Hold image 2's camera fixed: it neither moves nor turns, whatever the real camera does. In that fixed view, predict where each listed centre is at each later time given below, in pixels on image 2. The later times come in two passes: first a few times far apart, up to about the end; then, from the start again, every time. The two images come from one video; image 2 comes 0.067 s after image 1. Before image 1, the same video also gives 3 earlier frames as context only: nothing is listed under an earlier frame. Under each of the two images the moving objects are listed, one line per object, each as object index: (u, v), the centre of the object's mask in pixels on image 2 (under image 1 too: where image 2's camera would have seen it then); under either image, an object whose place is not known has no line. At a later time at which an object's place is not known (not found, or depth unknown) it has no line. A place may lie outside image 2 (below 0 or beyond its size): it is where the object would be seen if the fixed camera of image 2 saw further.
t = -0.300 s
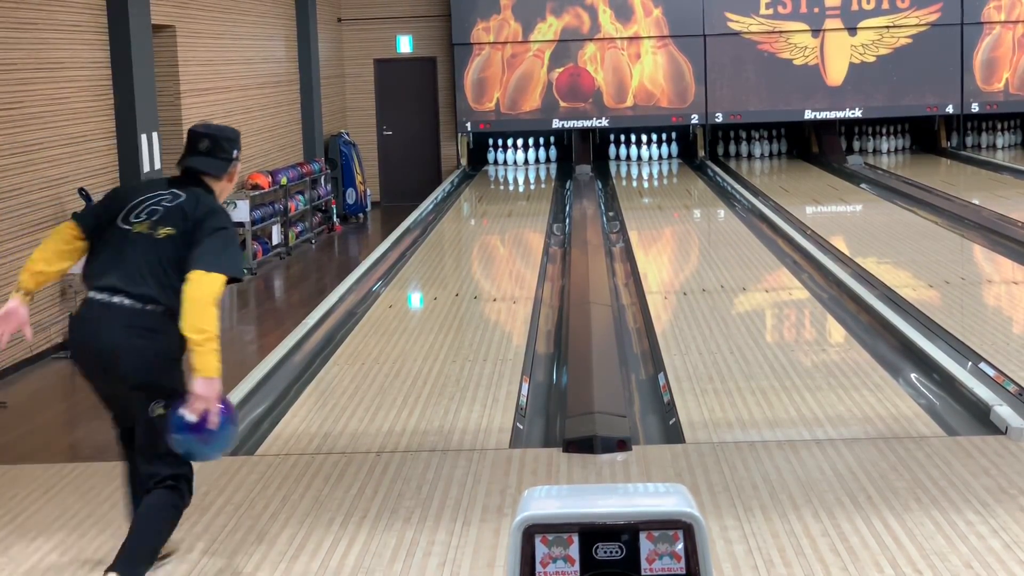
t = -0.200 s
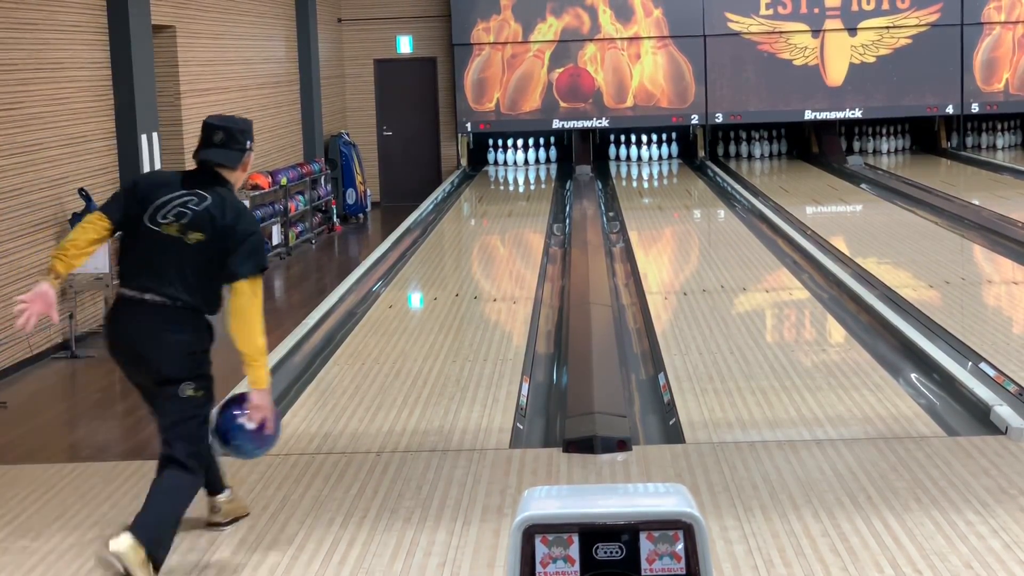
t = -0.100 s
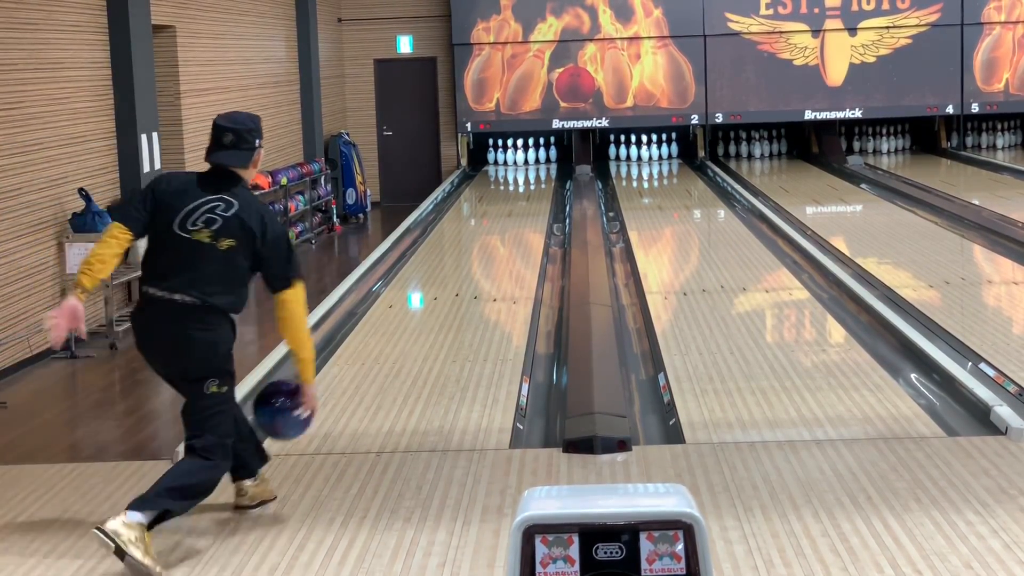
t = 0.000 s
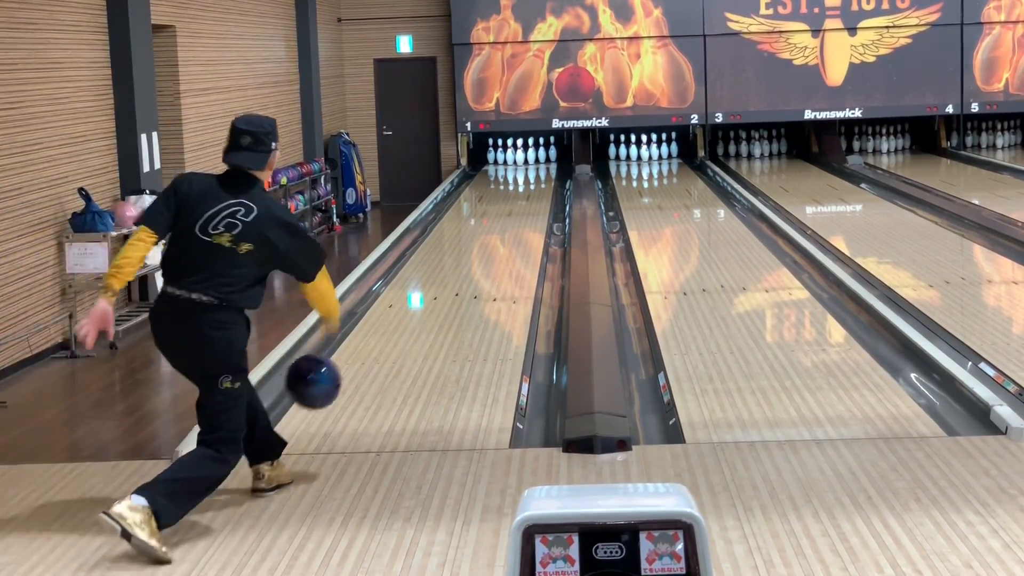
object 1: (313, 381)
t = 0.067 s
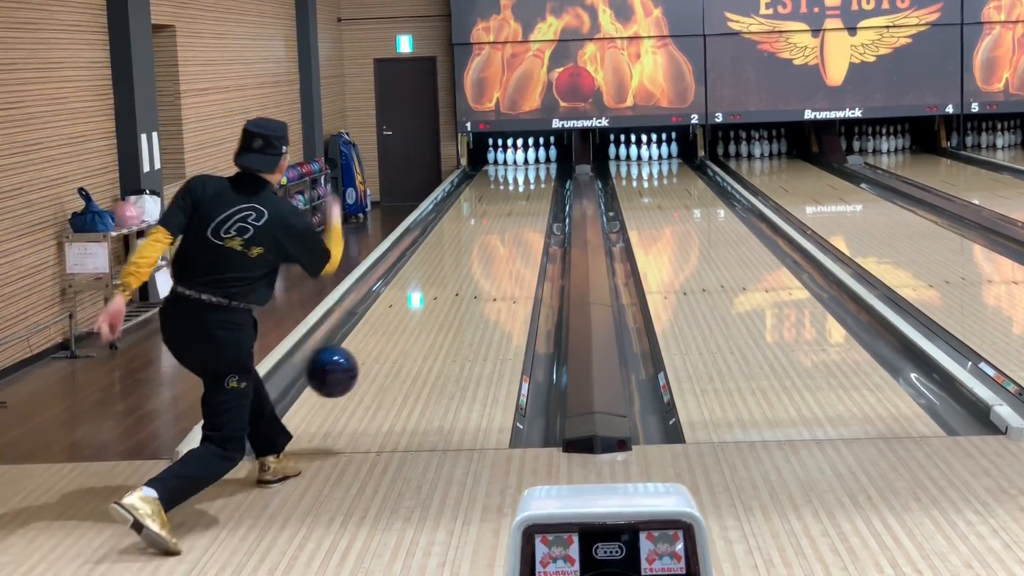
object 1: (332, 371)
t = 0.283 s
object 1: (383, 370)
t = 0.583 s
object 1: (430, 325)
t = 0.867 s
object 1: (462, 288)
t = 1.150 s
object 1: (485, 260)
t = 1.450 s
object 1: (504, 237)
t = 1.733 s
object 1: (518, 219)
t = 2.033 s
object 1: (529, 205)
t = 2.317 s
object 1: (536, 193)
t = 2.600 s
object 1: (541, 183)
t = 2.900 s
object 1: (543, 174)
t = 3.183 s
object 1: (537, 168)
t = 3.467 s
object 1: (530, 164)
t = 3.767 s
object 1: (522, 159)
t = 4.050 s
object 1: (517, 157)
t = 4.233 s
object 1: (510, 157)
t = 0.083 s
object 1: (337, 370)
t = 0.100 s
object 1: (341, 370)
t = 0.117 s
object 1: (345, 371)
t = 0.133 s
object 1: (350, 372)
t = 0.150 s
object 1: (353, 374)
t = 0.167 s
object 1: (358, 376)
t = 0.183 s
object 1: (362, 379)
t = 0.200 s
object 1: (365, 382)
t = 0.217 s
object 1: (369, 386)
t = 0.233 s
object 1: (373, 390)
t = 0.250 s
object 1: (376, 384)
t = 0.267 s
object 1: (380, 378)
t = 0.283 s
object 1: (383, 370)
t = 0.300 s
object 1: (385, 369)
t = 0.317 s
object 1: (389, 362)
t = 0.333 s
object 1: (392, 362)
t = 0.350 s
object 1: (394, 357)
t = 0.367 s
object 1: (398, 353)
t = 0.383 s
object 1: (400, 354)
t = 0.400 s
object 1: (404, 352)
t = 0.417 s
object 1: (406, 352)
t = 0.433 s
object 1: (408, 349)
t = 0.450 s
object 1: (412, 344)
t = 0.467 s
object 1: (414, 343)
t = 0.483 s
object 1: (416, 340)
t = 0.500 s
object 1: (419, 338)
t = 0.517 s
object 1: (421, 335)
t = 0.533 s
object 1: (423, 332)
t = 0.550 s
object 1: (426, 330)
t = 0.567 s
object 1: (428, 327)
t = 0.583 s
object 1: (430, 325)
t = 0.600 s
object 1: (433, 322)
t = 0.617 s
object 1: (435, 320)
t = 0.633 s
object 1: (436, 318)
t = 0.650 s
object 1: (438, 315)
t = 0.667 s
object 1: (440, 313)
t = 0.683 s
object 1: (442, 310)
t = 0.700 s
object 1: (444, 308)
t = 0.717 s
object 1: (446, 306)
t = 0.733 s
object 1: (448, 304)
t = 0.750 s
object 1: (450, 302)
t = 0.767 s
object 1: (452, 300)
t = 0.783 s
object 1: (453, 298)
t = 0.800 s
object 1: (455, 296)
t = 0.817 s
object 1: (457, 294)
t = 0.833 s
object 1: (459, 292)
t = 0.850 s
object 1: (460, 290)
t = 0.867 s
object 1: (462, 288)
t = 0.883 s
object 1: (463, 286)
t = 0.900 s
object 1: (465, 284)
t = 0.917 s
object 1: (467, 282)
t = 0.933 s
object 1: (468, 281)
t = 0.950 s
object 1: (470, 279)
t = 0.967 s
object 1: (471, 277)
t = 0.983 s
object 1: (472, 276)
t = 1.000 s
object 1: (474, 274)
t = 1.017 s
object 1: (475, 272)
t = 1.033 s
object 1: (477, 271)
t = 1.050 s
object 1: (478, 269)
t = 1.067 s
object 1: (479, 267)
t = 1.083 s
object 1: (480, 266)
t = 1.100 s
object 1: (482, 264)
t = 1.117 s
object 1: (483, 263)
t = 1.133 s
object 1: (484, 261)
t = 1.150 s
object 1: (485, 260)
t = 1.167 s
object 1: (487, 258)
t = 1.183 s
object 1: (488, 257)
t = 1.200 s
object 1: (489, 256)
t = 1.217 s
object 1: (490, 254)
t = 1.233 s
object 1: (491, 253)
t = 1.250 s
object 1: (492, 252)
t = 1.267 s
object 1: (493, 251)
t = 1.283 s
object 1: (494, 249)
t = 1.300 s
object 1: (495, 248)
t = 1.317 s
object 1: (497, 246)
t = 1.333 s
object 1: (498, 245)
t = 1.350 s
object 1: (499, 244)
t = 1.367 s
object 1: (500, 243)
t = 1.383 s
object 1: (501, 241)
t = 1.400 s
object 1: (501, 240)
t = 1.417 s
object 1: (502, 239)
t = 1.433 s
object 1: (504, 238)
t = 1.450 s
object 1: (504, 237)
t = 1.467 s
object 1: (505, 236)
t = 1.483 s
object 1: (506, 235)
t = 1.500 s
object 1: (507, 234)
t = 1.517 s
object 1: (508, 232)
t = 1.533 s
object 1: (508, 231)
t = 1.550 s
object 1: (509, 230)
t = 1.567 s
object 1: (510, 229)
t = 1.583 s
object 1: (511, 228)
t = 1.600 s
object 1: (512, 227)
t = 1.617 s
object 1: (513, 226)
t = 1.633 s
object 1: (513, 226)
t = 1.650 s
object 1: (514, 224)
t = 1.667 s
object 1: (515, 223)
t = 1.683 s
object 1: (516, 222)
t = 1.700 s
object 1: (516, 221)
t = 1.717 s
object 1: (517, 220)
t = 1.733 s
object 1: (518, 219)
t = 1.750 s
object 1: (518, 219)
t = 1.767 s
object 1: (519, 218)
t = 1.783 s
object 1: (520, 217)
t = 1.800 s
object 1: (521, 216)
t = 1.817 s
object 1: (521, 215)
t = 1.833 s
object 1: (522, 214)
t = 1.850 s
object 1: (522, 213)
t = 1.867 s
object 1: (523, 213)
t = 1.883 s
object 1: (524, 212)
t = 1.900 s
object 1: (524, 211)
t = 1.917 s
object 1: (525, 210)
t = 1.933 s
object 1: (525, 209)
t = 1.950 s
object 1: (526, 208)
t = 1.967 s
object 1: (526, 208)
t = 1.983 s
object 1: (527, 207)
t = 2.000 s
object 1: (527, 206)
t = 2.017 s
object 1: (528, 205)
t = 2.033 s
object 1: (529, 205)
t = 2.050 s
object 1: (529, 204)
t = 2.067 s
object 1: (530, 203)
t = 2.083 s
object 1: (530, 202)
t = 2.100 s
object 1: (531, 202)
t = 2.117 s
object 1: (531, 201)
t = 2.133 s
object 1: (532, 200)
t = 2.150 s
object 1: (532, 200)
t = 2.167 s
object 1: (533, 199)
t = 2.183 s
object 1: (533, 198)
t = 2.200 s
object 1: (534, 198)
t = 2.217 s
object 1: (534, 197)
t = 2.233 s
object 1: (534, 196)
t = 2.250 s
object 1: (535, 196)
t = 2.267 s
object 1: (535, 195)
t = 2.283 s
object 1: (536, 194)
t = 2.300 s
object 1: (536, 194)
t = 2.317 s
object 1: (536, 193)
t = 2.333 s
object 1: (537, 192)
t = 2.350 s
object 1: (537, 192)
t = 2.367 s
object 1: (537, 191)
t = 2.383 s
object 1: (538, 191)
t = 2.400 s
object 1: (538, 190)
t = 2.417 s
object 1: (538, 189)
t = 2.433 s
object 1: (539, 189)
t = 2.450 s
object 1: (539, 188)
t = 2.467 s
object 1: (539, 188)
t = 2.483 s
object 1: (540, 187)
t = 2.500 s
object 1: (540, 186)
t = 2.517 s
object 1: (540, 186)
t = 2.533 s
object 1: (541, 185)
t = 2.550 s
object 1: (541, 185)
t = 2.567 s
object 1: (541, 184)
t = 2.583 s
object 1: (541, 184)
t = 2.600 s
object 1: (541, 183)
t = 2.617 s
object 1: (541, 182)
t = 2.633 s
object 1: (542, 182)
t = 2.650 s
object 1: (542, 181)
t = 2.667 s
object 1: (542, 181)
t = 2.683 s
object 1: (542, 180)
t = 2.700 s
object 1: (542, 180)
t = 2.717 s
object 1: (542, 179)
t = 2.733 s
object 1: (543, 178)
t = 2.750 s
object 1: (542, 178)
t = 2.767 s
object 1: (543, 178)
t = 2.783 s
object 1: (543, 177)
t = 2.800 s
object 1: (542, 177)
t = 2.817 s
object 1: (542, 176)
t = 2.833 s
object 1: (543, 176)
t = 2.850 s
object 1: (543, 175)
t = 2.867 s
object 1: (543, 175)
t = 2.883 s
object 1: (543, 175)
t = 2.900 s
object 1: (543, 174)
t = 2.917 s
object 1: (543, 174)
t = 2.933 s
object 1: (543, 174)
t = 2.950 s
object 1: (542, 173)
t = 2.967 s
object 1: (542, 173)
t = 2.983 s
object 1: (542, 172)
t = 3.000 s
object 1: (542, 172)
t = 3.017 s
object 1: (541, 172)
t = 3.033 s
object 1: (540, 171)
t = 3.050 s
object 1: (540, 171)
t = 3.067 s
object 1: (540, 171)
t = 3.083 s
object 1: (540, 170)
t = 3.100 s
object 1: (539, 170)
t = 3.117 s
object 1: (539, 170)
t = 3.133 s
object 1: (538, 170)
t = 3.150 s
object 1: (538, 169)
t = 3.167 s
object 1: (537, 169)
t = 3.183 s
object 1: (537, 168)
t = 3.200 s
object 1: (536, 168)
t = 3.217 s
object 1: (536, 168)
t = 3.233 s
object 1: (536, 167)
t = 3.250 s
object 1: (535, 167)
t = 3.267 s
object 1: (535, 167)
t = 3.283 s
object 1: (534, 167)
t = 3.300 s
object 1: (534, 167)
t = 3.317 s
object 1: (534, 166)
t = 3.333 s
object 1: (533, 166)
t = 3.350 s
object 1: (533, 166)
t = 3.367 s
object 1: (532, 165)
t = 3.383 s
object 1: (532, 165)
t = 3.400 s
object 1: (531, 164)
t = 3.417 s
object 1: (531, 164)
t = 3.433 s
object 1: (530, 164)
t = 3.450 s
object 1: (530, 164)
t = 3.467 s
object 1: (530, 164)
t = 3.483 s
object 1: (529, 163)
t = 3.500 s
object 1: (529, 163)
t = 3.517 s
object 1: (528, 163)
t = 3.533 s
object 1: (528, 162)
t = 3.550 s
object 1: (527, 162)
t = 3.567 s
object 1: (526, 162)
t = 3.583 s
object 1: (526, 161)
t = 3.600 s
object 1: (525, 161)
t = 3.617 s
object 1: (525, 161)
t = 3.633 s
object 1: (524, 161)
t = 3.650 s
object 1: (524, 160)
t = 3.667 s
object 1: (524, 160)
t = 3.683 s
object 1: (524, 160)
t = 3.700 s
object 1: (523, 160)
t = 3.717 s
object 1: (522, 160)
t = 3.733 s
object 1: (522, 159)
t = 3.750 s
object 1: (522, 159)
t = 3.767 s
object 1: (522, 159)
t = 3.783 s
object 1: (522, 159)
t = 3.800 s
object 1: (522, 158)
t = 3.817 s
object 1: (522, 158)
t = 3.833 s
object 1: (522, 158)
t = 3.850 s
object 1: (522, 158)
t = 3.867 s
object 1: (522, 158)
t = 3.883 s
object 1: (521, 157)
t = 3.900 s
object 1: (521, 157)
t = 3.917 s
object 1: (520, 157)
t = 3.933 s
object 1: (519, 157)
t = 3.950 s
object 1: (519, 157)
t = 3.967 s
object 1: (519, 157)
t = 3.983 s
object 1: (518, 157)
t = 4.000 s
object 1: (518, 157)
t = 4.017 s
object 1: (518, 157)
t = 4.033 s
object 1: (518, 157)
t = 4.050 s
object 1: (517, 157)
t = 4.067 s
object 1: (517, 156)
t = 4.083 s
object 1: (517, 156)
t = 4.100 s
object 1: (515, 156)
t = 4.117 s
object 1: (512, 157)
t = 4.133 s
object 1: (511, 157)
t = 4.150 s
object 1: (511, 157)
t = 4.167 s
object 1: (511, 157)
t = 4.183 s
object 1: (510, 157)
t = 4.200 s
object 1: (510, 157)
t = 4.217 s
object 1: (510, 157)
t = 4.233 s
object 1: (510, 157)
